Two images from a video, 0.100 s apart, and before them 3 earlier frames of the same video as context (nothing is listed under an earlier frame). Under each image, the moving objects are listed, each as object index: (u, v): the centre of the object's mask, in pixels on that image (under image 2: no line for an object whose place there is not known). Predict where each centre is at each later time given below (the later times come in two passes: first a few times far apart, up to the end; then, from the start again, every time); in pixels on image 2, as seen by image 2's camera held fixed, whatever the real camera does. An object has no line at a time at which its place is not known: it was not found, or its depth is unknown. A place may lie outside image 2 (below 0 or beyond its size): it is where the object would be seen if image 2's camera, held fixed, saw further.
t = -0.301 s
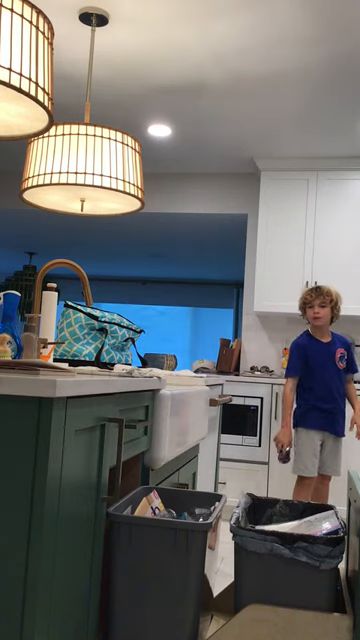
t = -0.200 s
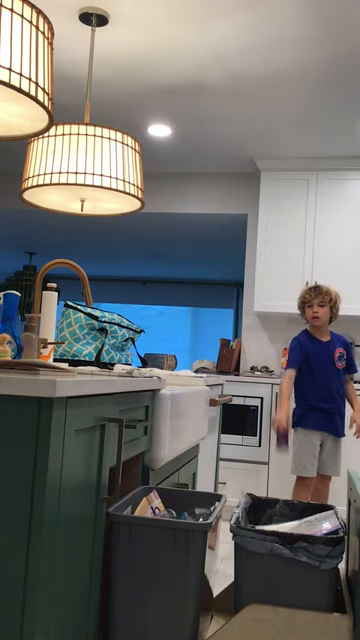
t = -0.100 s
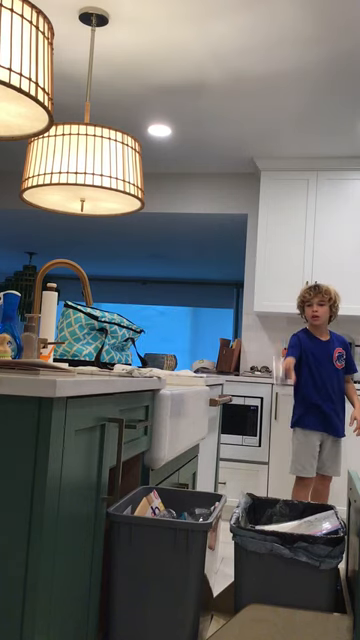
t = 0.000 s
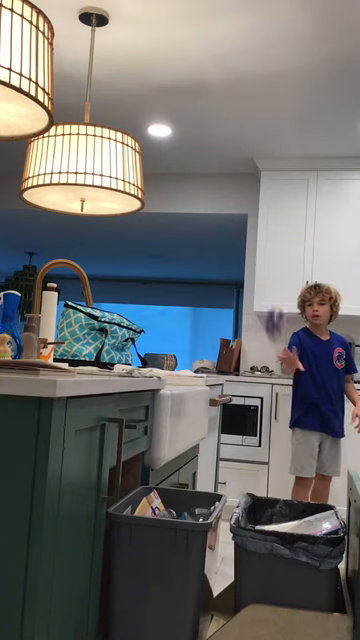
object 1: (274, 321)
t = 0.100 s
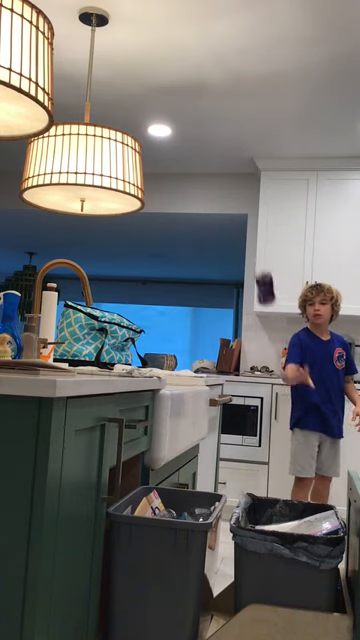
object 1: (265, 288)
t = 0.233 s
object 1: (246, 279)
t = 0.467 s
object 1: (192, 415)
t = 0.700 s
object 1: (161, 499)
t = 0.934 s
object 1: (158, 508)
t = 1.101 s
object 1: (160, 512)
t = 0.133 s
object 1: (261, 281)
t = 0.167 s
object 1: (257, 277)
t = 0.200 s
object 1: (251, 276)
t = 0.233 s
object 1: (246, 279)
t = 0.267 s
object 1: (241, 284)
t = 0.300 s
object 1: (235, 294)
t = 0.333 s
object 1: (229, 306)
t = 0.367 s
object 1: (221, 323)
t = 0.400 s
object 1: (208, 347)
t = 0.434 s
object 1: (202, 376)
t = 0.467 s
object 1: (192, 415)
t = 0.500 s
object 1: (180, 458)
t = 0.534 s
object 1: (172, 502)
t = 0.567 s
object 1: (162, 510)
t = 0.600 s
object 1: (162, 502)
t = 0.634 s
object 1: (162, 498)
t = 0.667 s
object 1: (162, 497)
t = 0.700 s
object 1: (161, 499)
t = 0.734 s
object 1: (160, 502)
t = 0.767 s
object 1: (159, 503)
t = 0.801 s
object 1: (158, 505)
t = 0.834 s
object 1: (158, 506)
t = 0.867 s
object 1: (158, 506)
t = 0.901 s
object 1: (158, 507)
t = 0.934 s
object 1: (158, 508)
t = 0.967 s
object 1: (158, 508)
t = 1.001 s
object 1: (160, 509)
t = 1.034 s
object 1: (161, 510)
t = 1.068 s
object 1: (158, 510)
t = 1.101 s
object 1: (160, 512)
